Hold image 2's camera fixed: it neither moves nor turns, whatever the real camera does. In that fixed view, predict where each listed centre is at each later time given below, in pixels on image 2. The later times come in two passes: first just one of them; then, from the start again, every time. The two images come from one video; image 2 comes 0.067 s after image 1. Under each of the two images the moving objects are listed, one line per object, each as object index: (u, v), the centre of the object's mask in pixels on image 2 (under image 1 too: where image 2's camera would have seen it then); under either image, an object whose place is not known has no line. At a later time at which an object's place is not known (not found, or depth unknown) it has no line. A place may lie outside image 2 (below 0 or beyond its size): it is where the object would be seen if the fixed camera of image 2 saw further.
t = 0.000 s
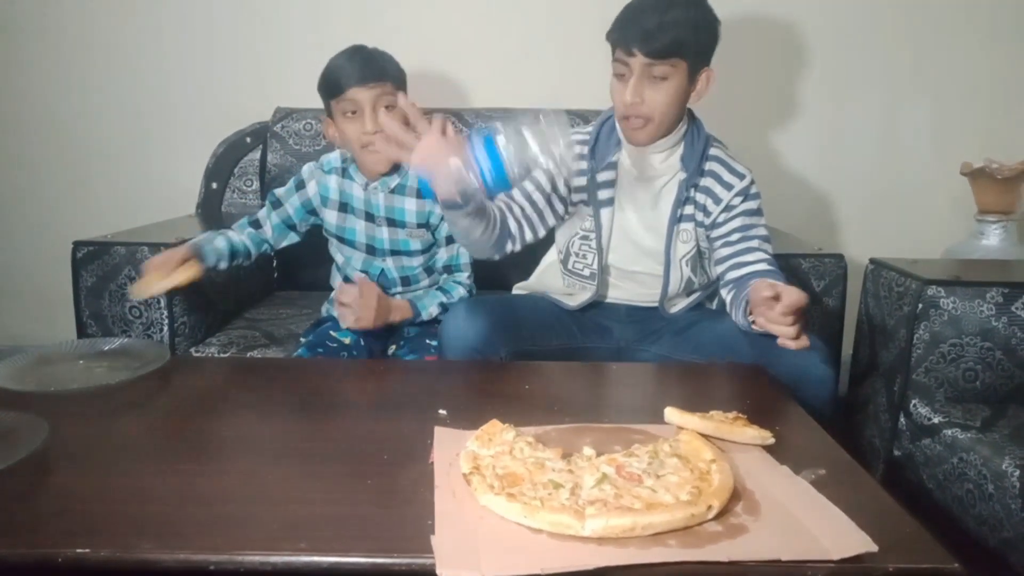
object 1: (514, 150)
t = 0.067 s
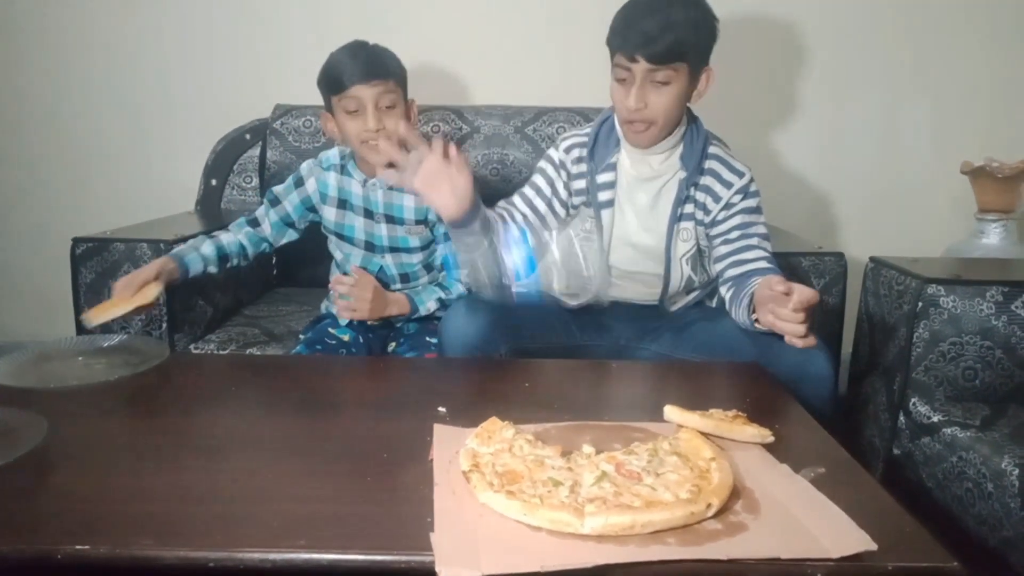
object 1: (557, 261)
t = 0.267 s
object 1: (589, 376)
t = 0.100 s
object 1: (537, 326)
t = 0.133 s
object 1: (548, 376)
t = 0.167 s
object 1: (563, 378)
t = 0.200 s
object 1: (572, 373)
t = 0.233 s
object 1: (583, 373)
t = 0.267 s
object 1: (589, 376)
